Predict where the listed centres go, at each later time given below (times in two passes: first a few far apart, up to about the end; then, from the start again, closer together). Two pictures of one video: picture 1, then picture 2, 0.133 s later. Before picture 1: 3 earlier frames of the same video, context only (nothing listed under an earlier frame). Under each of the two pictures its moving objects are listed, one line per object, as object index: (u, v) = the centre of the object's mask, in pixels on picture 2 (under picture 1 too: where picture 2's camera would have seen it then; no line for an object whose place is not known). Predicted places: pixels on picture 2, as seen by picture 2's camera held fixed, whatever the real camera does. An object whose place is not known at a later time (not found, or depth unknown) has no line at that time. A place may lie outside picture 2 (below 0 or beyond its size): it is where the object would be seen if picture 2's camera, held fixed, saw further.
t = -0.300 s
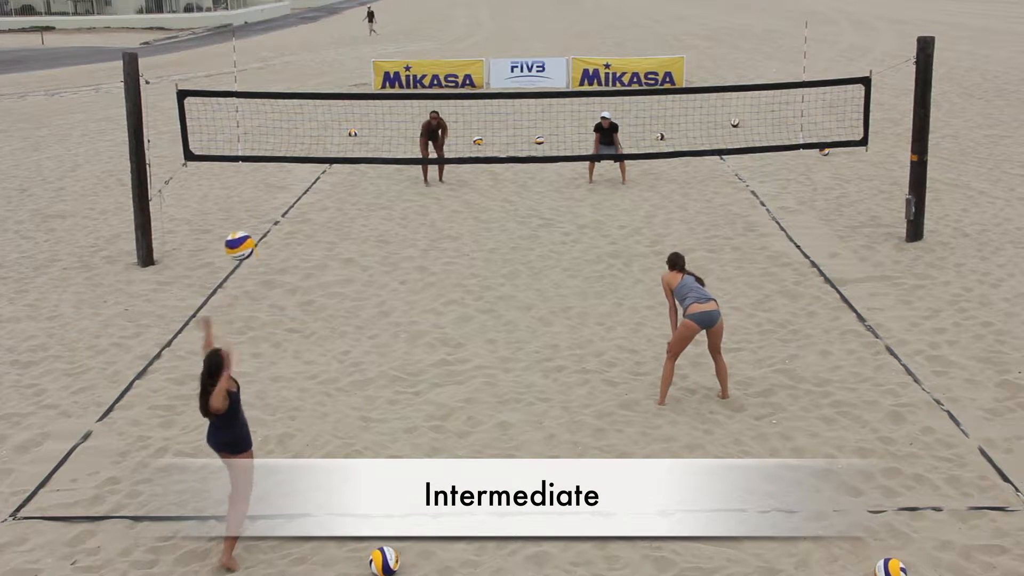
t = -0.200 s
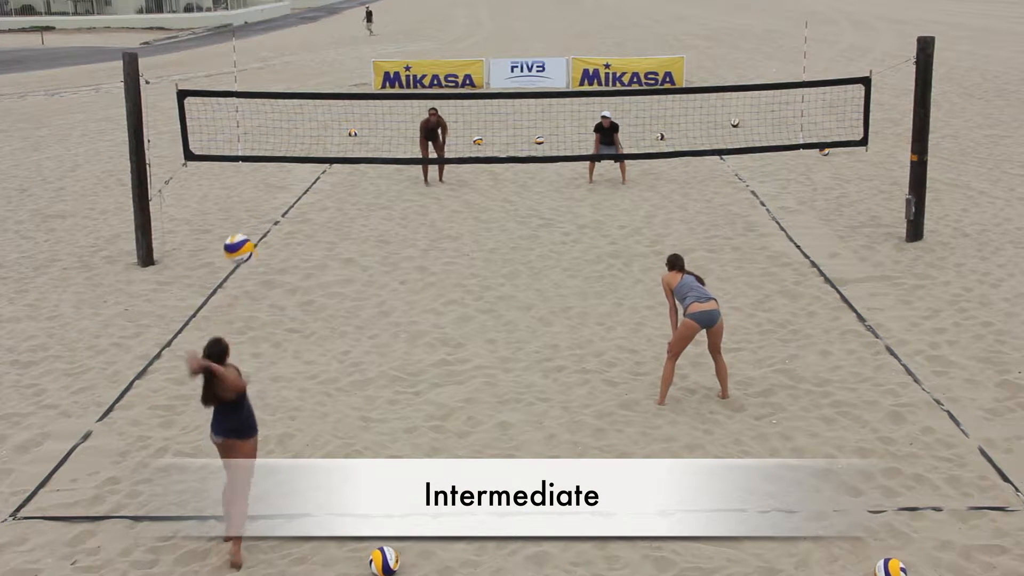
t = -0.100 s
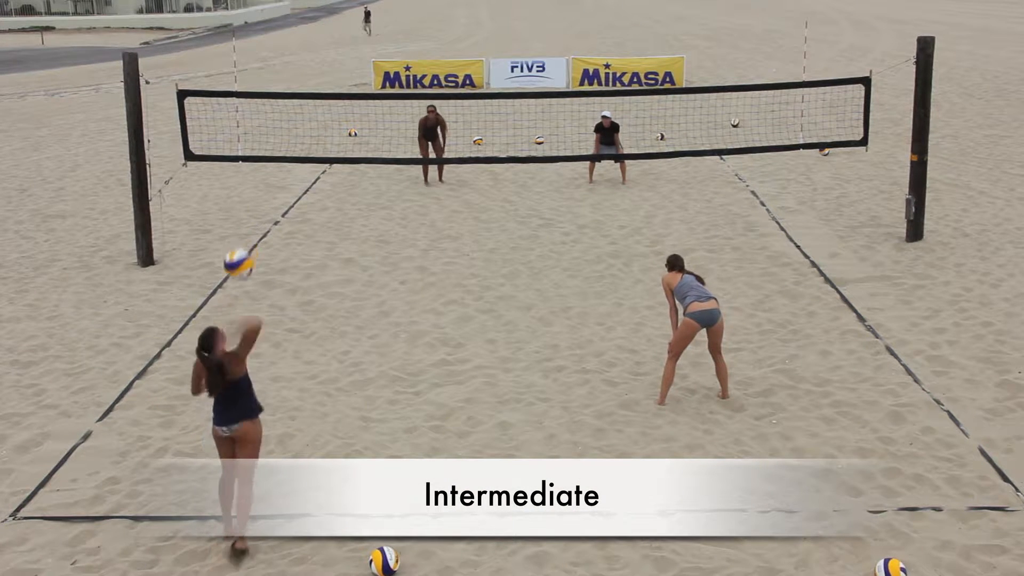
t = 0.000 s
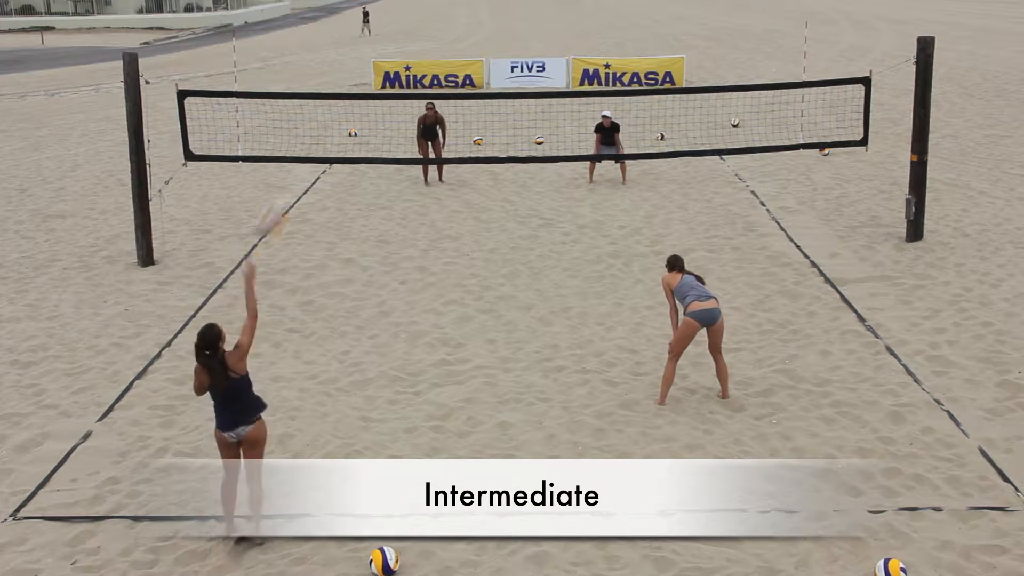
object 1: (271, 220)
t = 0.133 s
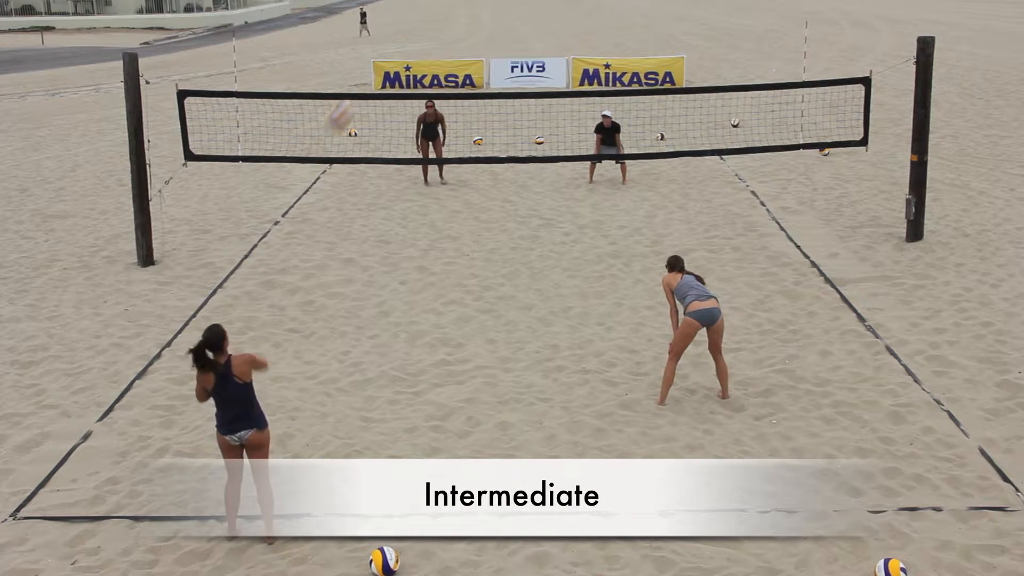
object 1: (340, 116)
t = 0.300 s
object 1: (390, 54)
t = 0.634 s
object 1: (481, 9)
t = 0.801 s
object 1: (518, 25)
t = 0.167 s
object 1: (354, 98)
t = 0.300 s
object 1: (390, 54)
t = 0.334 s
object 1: (401, 45)
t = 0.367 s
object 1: (411, 35)
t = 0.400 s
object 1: (420, 27)
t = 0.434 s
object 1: (430, 22)
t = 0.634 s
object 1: (481, 9)
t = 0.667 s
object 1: (489, 11)
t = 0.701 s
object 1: (497, 13)
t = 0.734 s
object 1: (504, 16)
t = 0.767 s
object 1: (511, 20)
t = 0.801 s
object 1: (518, 25)
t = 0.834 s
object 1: (523, 30)
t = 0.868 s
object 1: (528, 37)
